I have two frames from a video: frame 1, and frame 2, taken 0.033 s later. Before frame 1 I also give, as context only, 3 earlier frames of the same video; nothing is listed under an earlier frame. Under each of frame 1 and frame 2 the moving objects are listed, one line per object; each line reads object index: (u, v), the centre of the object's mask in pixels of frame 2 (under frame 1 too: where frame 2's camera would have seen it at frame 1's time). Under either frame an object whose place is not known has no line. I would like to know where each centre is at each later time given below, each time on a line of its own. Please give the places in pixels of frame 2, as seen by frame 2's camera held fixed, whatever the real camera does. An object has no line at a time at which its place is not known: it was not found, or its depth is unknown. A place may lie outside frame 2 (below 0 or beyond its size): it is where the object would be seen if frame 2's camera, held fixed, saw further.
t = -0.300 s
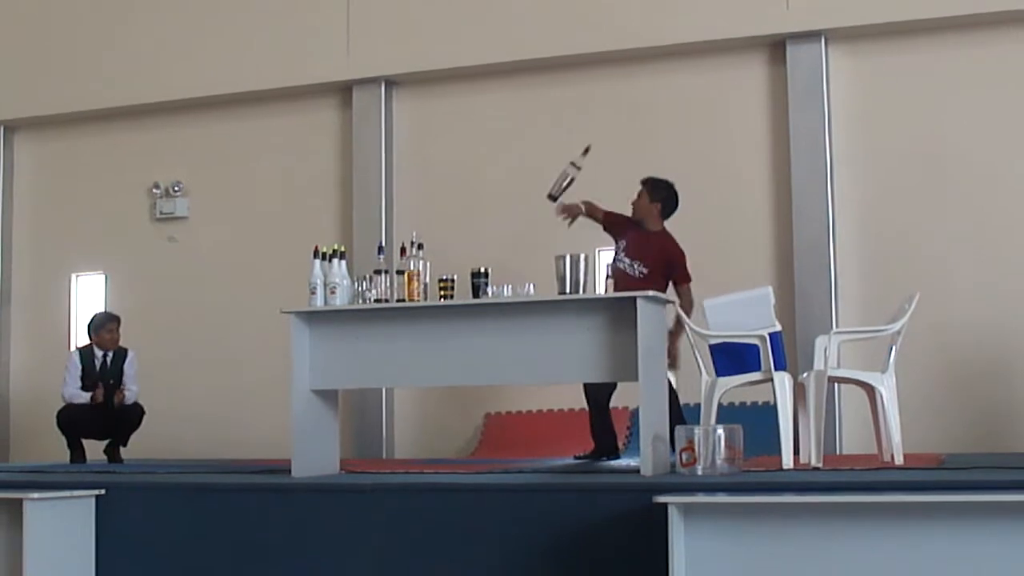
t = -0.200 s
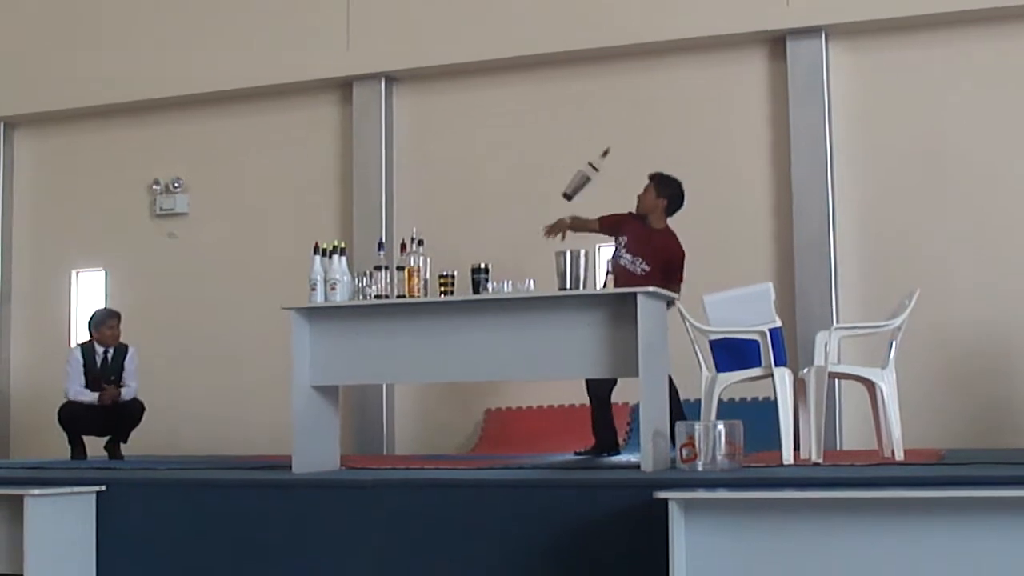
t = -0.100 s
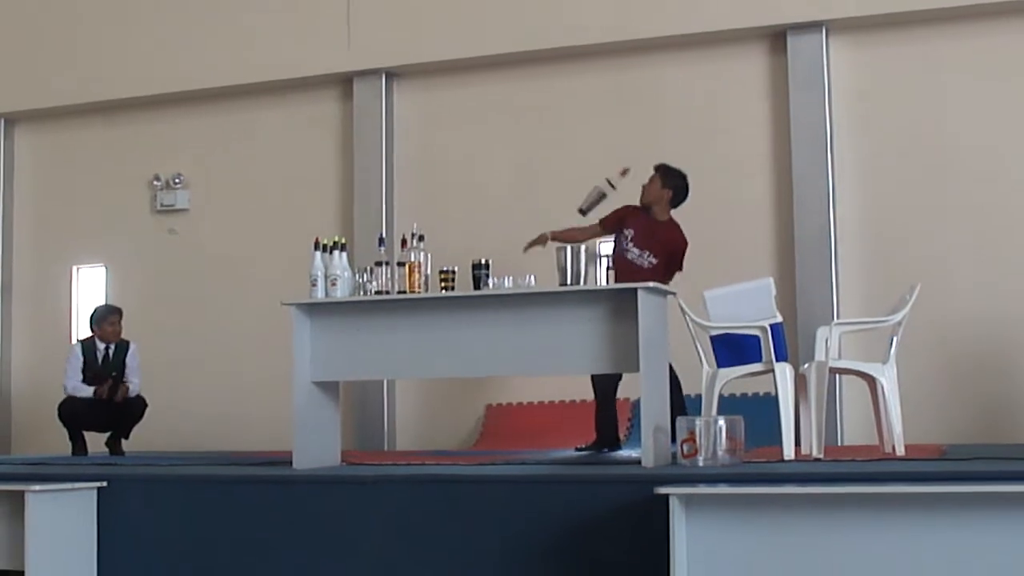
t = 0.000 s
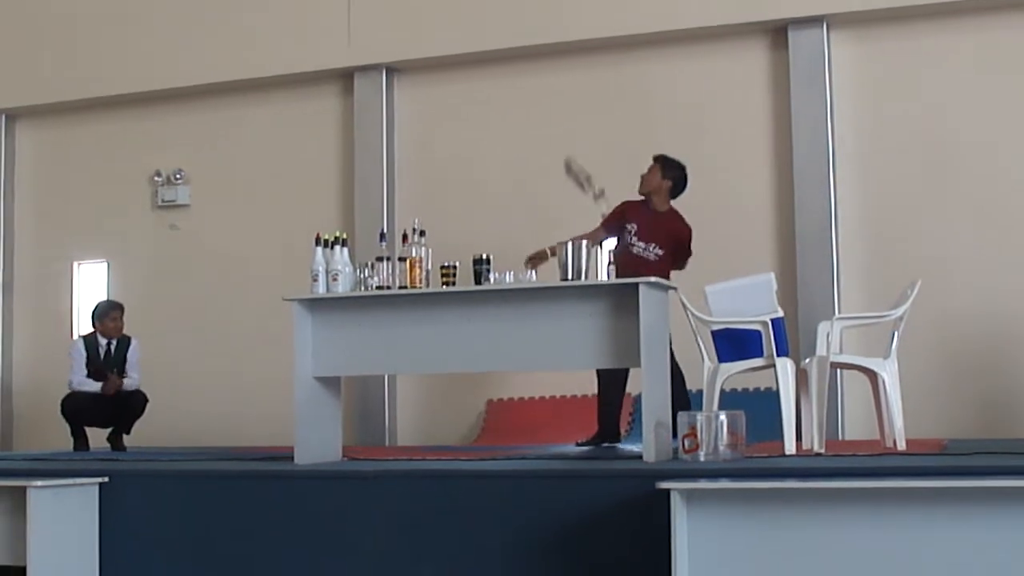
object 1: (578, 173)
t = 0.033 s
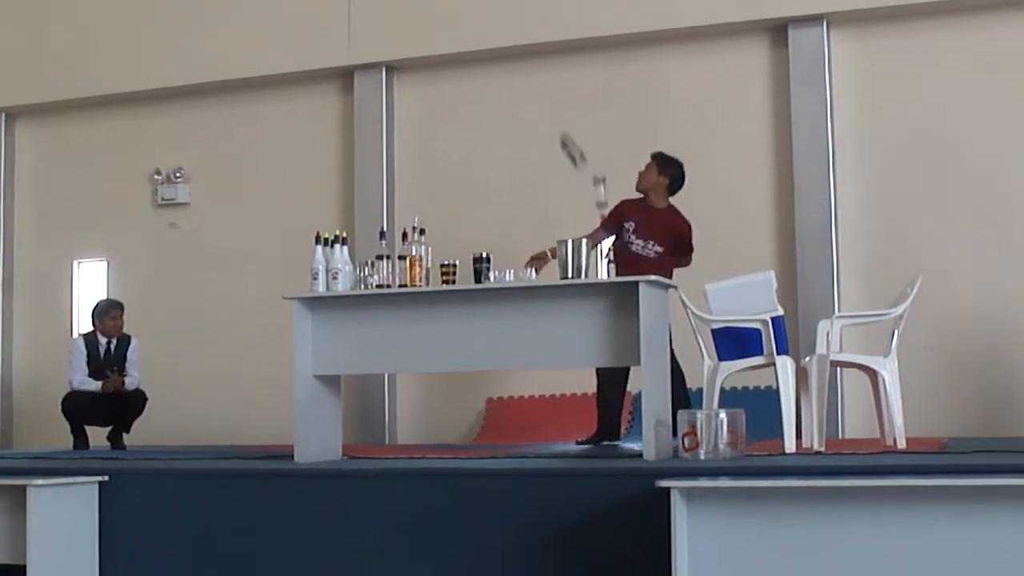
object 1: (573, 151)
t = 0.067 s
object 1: (567, 130)
